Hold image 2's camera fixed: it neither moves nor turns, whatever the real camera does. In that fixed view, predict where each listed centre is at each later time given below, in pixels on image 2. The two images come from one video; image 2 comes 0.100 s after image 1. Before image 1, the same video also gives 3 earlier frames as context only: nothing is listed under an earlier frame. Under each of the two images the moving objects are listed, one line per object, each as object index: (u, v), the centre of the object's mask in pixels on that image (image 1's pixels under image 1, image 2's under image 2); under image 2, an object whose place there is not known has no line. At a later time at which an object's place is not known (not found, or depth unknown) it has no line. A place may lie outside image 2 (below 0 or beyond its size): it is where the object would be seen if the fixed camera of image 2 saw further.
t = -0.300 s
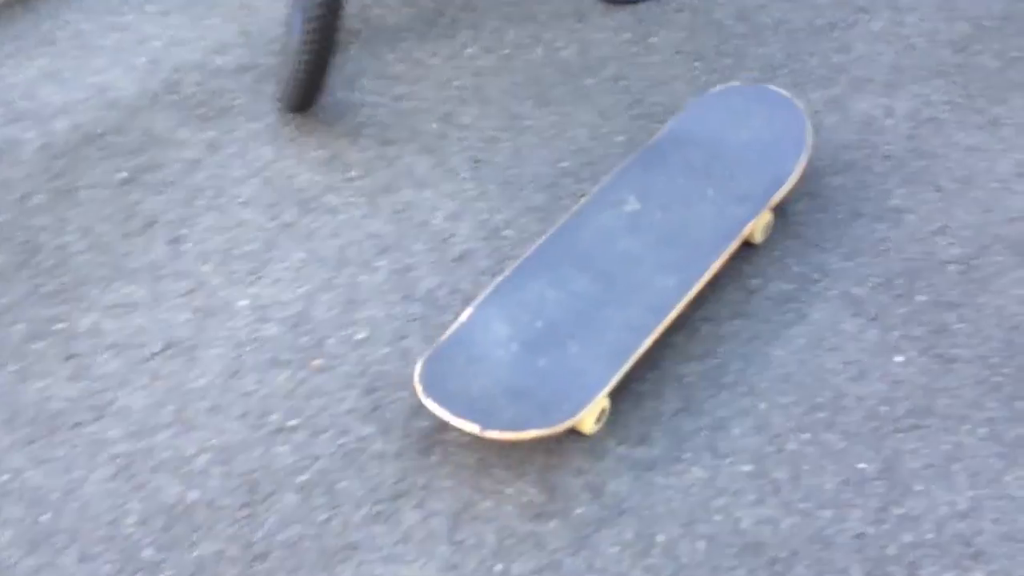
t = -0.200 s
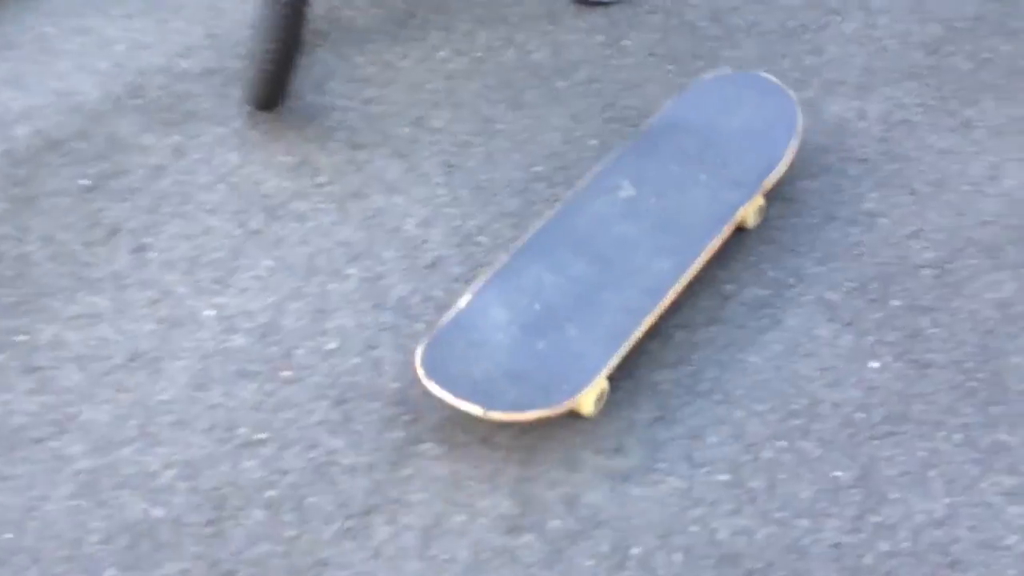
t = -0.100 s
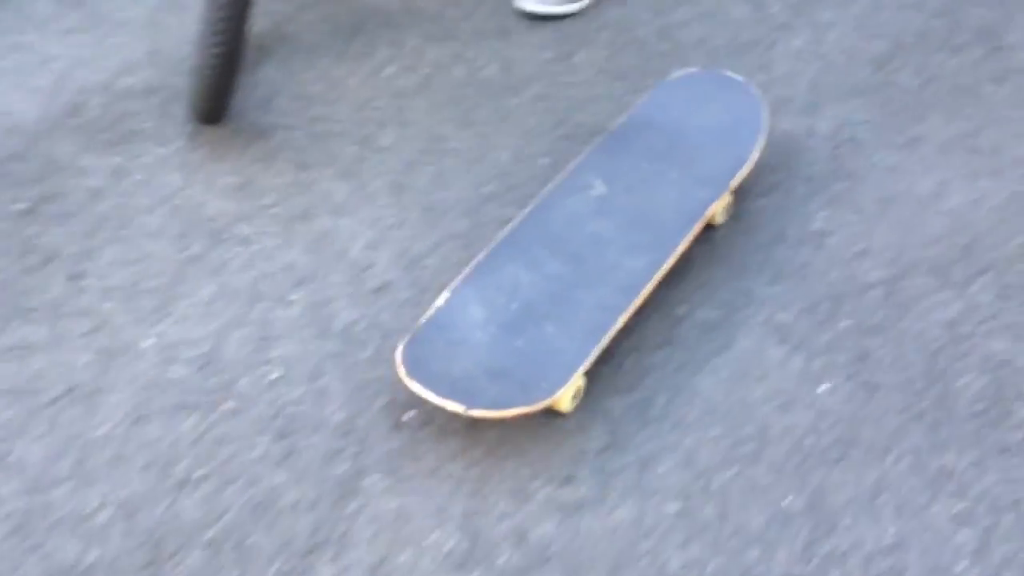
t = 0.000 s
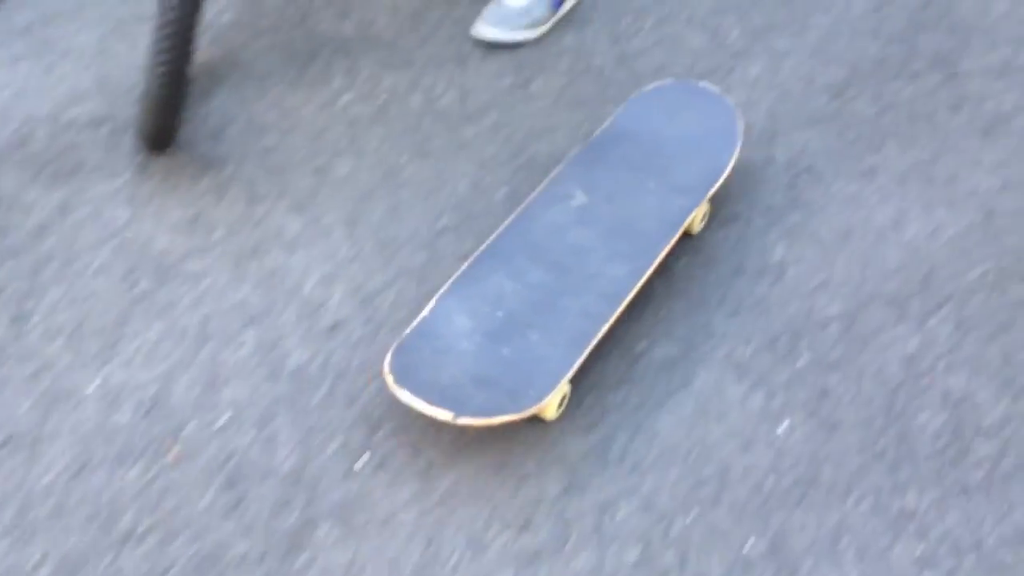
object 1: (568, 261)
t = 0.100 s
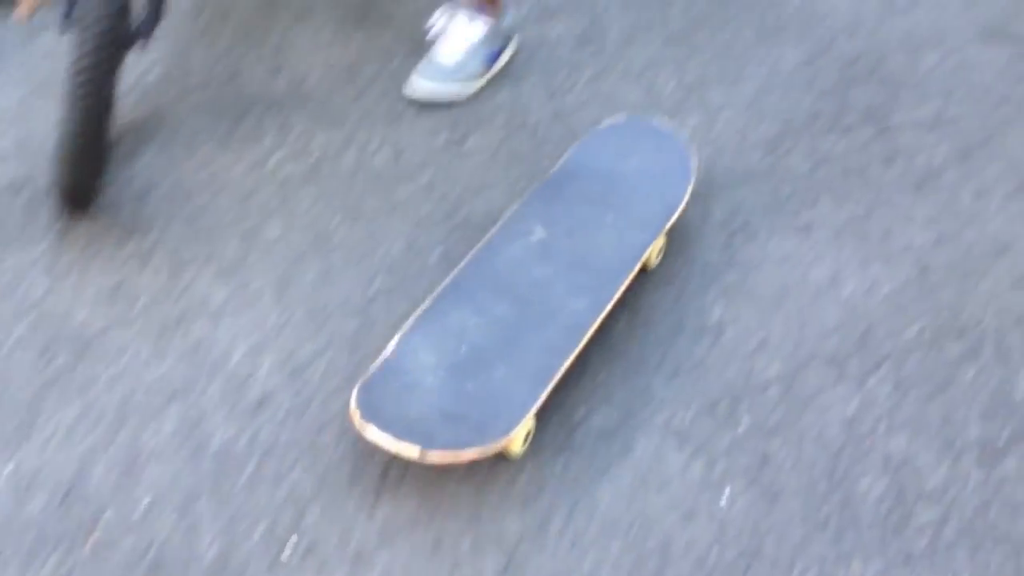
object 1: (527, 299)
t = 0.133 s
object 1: (536, 289)
